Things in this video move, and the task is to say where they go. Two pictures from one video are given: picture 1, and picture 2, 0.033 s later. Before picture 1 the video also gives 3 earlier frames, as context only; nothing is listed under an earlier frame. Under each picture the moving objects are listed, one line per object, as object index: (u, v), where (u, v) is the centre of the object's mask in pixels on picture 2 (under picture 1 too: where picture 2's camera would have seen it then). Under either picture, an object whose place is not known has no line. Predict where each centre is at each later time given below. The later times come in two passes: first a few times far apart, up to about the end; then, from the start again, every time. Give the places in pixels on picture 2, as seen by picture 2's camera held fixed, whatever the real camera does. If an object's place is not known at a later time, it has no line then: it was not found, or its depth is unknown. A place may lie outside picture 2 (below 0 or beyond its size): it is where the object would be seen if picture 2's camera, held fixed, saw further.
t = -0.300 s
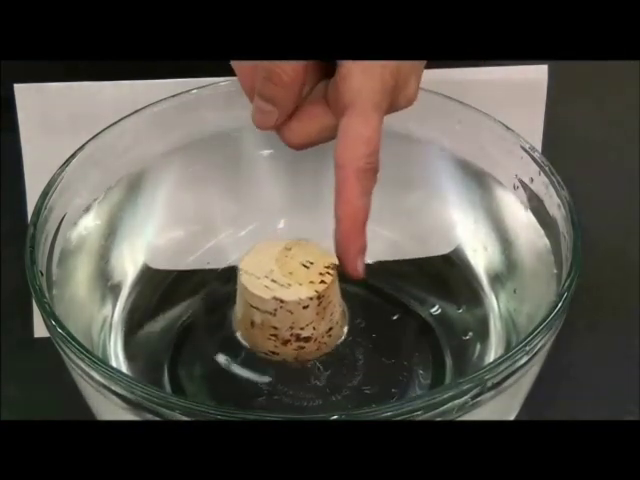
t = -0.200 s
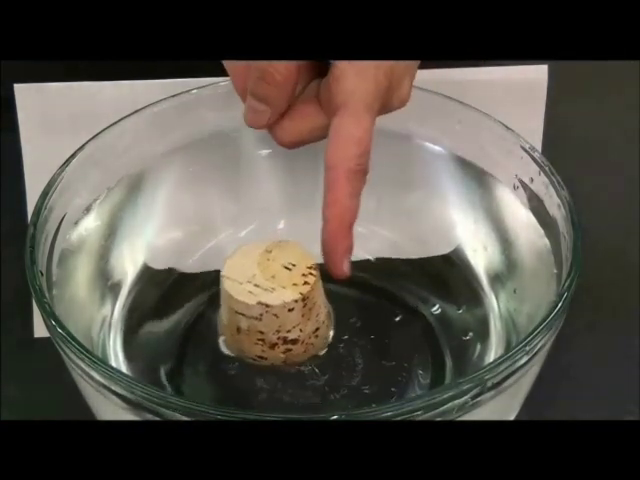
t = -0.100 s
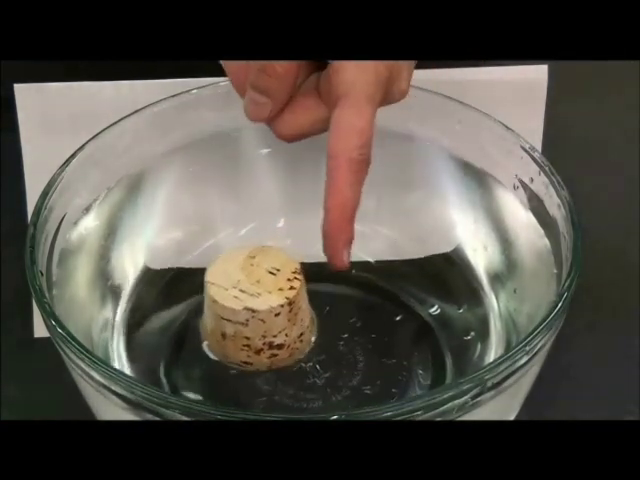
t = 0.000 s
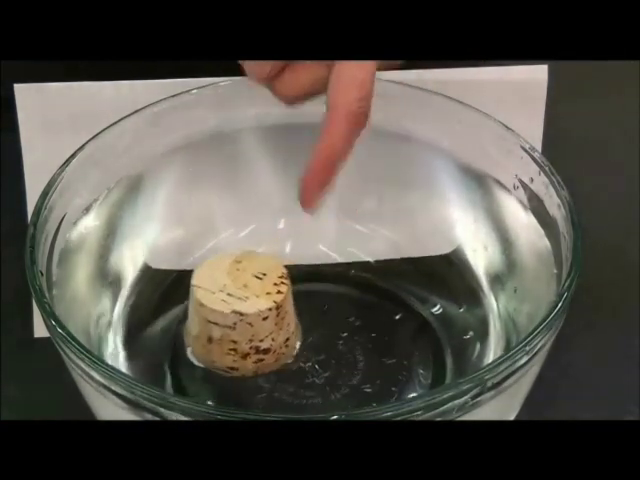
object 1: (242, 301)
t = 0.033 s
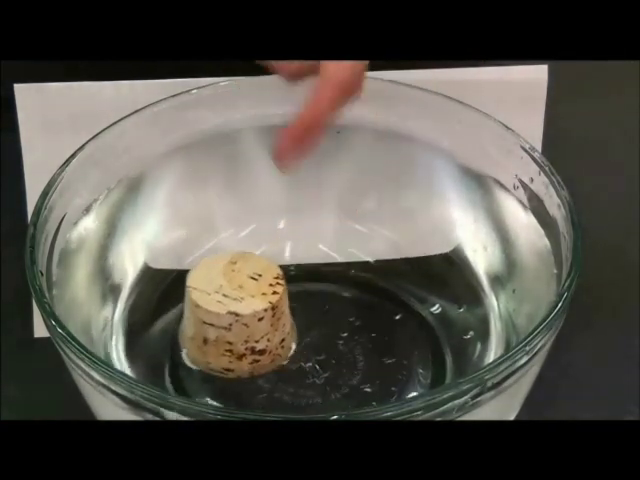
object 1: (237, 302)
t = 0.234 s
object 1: (208, 309)
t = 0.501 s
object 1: (178, 317)
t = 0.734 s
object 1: (155, 322)
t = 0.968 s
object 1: (151, 322)
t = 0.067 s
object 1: (232, 303)
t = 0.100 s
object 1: (227, 304)
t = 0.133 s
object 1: (221, 305)
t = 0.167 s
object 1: (217, 306)
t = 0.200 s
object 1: (212, 308)
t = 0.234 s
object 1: (208, 309)
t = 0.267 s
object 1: (204, 313)
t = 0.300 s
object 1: (201, 314)
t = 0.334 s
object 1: (197, 315)
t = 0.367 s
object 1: (194, 317)
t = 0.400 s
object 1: (190, 315)
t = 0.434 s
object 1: (186, 315)
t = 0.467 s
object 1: (182, 316)
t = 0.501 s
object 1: (178, 317)
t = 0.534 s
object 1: (175, 317)
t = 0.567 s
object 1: (172, 317)
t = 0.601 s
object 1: (168, 318)
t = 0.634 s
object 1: (164, 319)
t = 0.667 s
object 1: (161, 320)
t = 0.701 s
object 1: (161, 332)
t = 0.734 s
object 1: (155, 322)
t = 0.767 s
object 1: (152, 323)
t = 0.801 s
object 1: (152, 323)
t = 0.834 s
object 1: (152, 322)
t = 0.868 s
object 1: (152, 322)
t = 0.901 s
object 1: (152, 322)
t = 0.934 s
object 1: (152, 322)
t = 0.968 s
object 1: (151, 322)
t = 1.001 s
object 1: (150, 321)
